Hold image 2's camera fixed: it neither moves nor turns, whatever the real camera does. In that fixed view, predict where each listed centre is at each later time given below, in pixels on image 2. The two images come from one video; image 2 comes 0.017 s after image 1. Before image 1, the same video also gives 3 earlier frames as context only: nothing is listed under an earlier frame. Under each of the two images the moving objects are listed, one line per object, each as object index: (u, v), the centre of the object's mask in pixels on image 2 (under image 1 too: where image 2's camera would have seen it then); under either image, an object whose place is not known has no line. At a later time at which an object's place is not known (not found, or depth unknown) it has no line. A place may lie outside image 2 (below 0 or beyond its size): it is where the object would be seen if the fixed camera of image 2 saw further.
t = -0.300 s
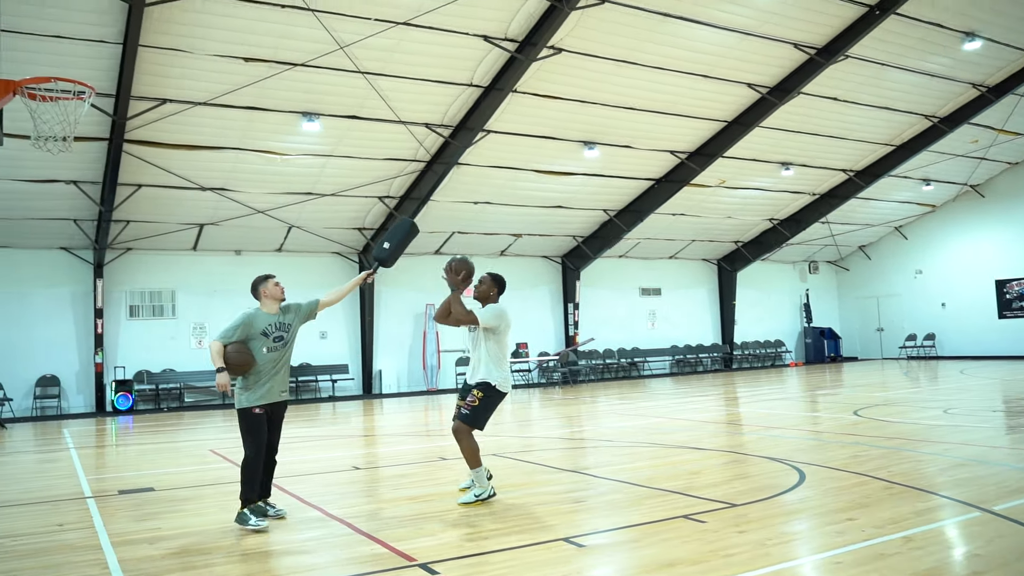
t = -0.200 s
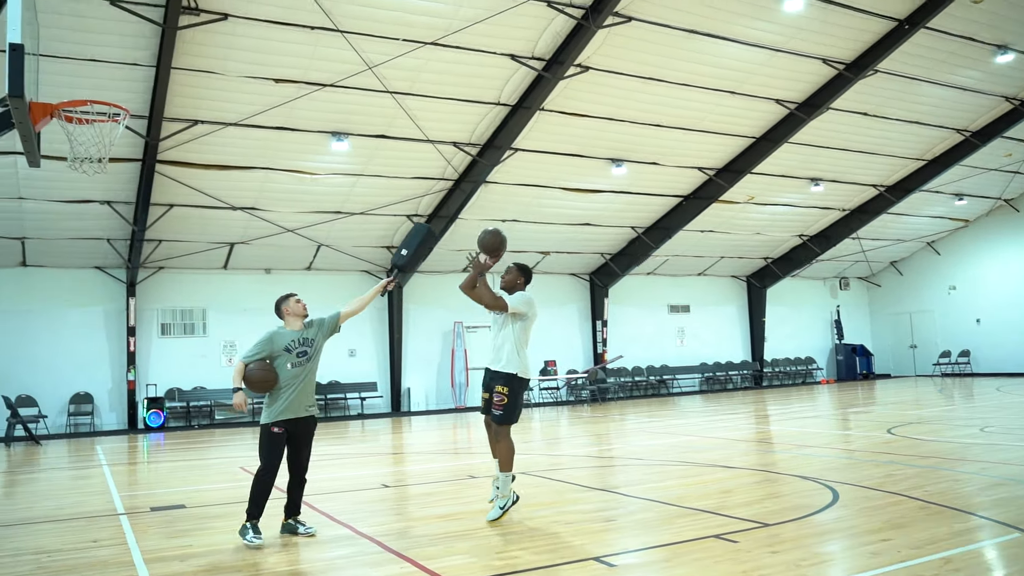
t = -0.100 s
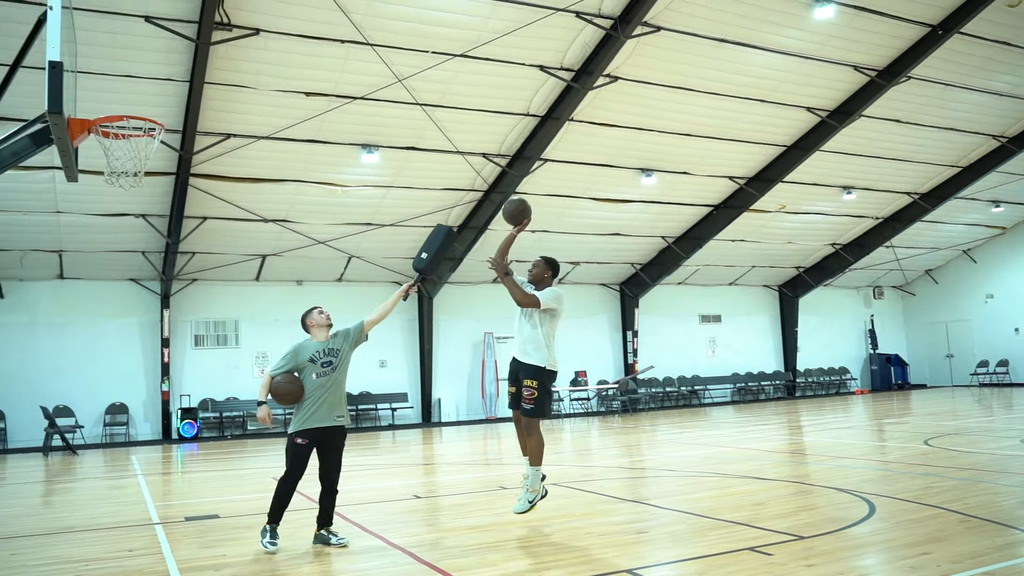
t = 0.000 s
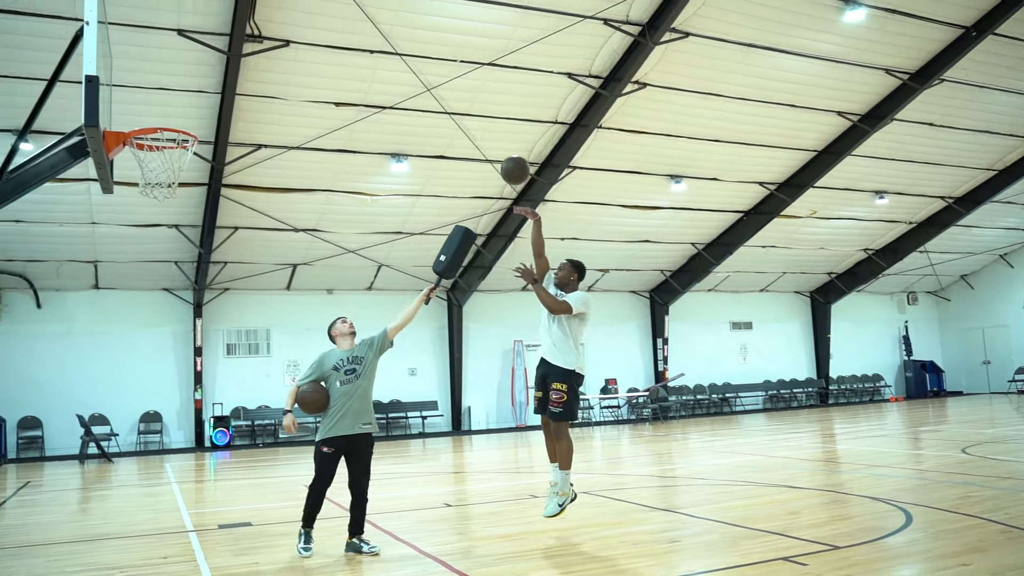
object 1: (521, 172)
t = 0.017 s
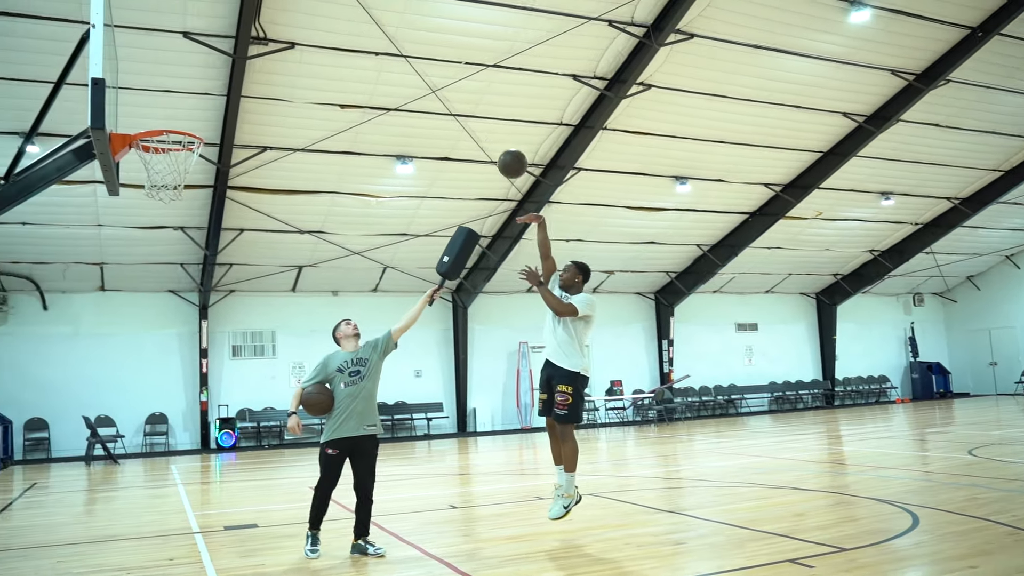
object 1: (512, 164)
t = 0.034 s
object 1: (504, 156)
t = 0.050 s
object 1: (496, 148)
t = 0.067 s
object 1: (489, 142)
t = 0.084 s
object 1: (482, 135)
